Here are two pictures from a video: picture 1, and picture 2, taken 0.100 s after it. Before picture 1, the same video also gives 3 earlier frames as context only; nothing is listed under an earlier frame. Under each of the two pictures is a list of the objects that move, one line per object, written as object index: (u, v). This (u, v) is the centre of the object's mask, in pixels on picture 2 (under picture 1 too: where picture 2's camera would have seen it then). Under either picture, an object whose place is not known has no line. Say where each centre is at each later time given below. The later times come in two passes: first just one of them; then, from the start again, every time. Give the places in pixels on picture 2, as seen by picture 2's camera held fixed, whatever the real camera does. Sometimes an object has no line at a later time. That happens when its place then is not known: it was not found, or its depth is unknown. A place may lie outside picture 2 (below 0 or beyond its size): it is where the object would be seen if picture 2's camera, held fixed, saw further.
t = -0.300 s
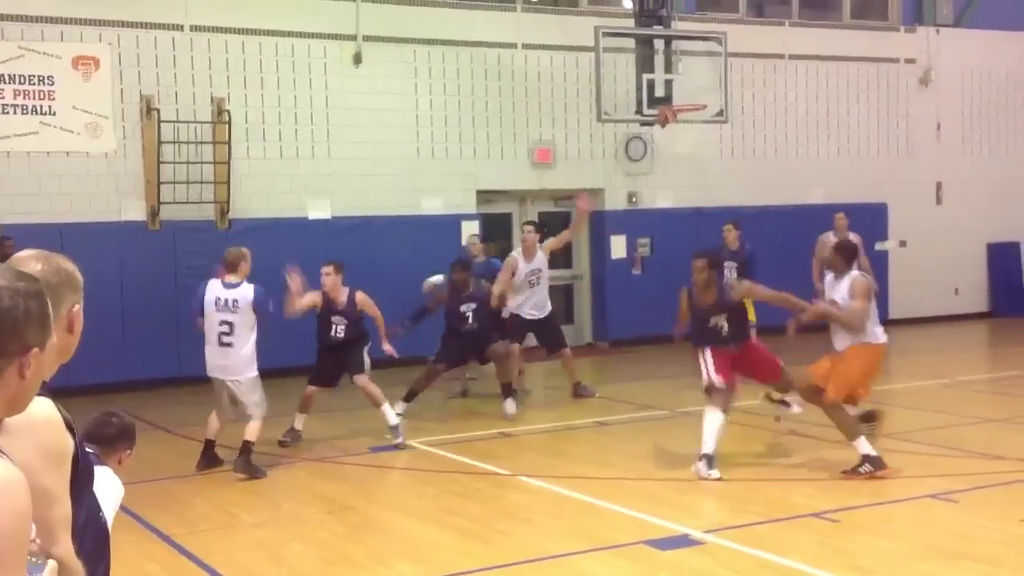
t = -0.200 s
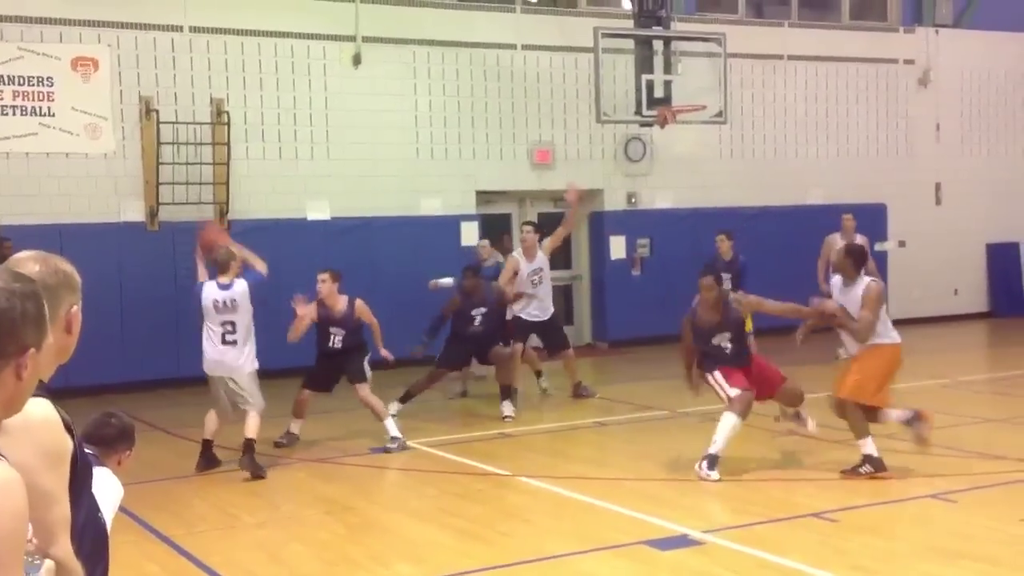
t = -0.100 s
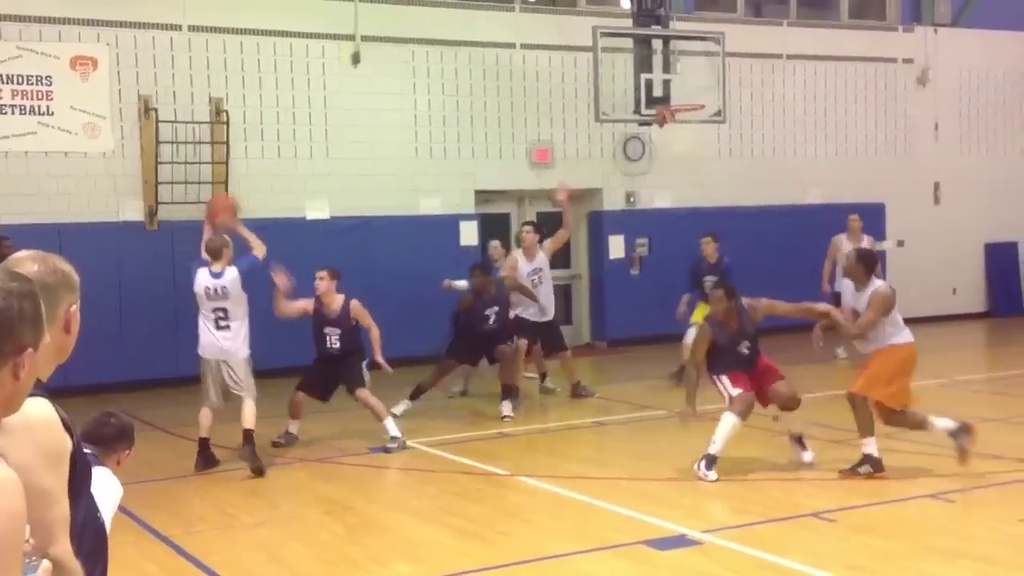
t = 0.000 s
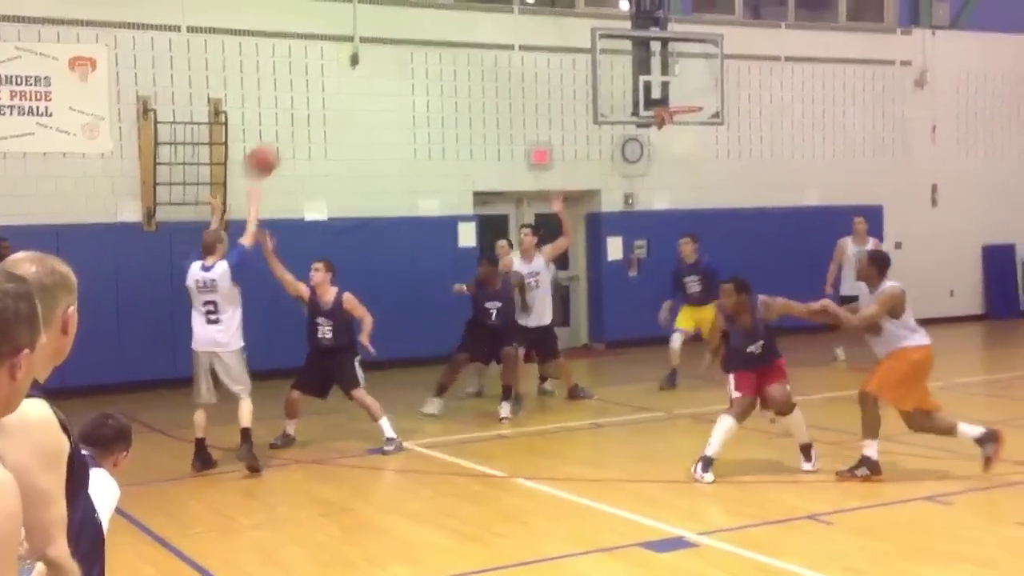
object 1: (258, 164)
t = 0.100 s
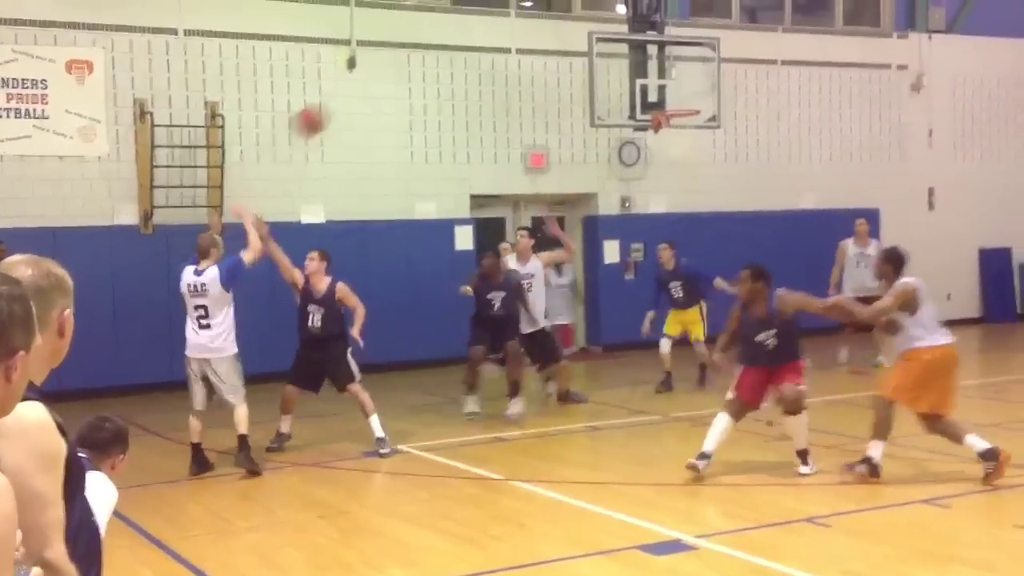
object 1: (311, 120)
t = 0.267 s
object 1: (391, 80)
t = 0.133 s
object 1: (328, 110)
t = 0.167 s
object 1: (342, 101)
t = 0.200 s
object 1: (359, 92)
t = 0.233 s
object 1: (375, 86)
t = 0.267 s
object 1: (391, 80)
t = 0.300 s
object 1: (406, 76)
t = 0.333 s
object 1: (422, 74)
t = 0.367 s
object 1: (437, 73)
